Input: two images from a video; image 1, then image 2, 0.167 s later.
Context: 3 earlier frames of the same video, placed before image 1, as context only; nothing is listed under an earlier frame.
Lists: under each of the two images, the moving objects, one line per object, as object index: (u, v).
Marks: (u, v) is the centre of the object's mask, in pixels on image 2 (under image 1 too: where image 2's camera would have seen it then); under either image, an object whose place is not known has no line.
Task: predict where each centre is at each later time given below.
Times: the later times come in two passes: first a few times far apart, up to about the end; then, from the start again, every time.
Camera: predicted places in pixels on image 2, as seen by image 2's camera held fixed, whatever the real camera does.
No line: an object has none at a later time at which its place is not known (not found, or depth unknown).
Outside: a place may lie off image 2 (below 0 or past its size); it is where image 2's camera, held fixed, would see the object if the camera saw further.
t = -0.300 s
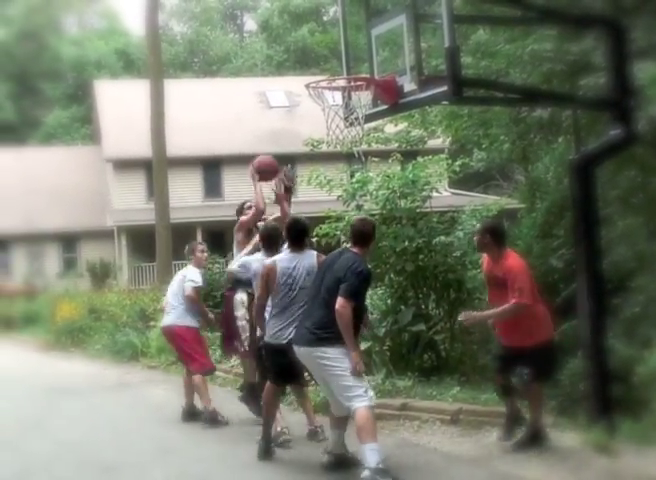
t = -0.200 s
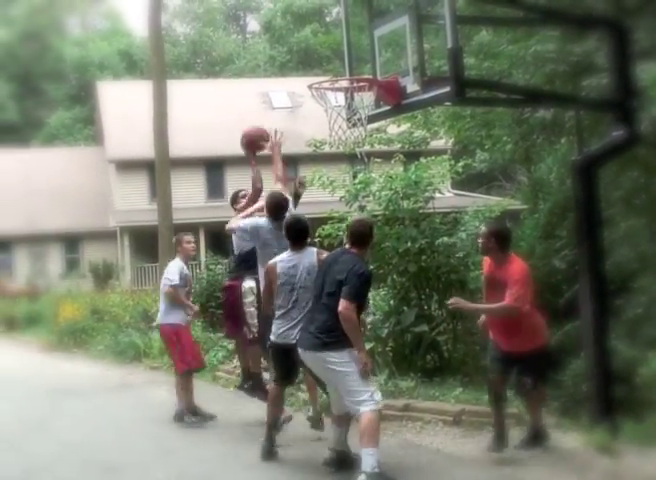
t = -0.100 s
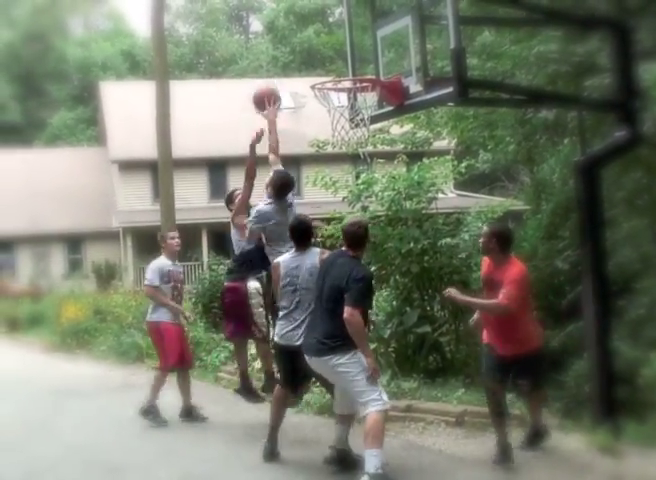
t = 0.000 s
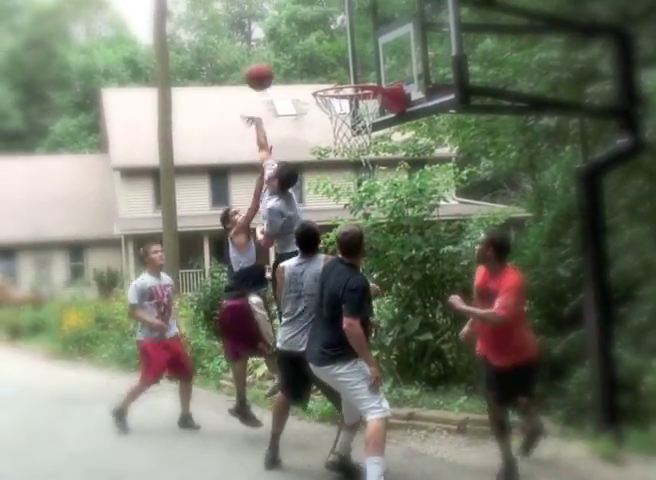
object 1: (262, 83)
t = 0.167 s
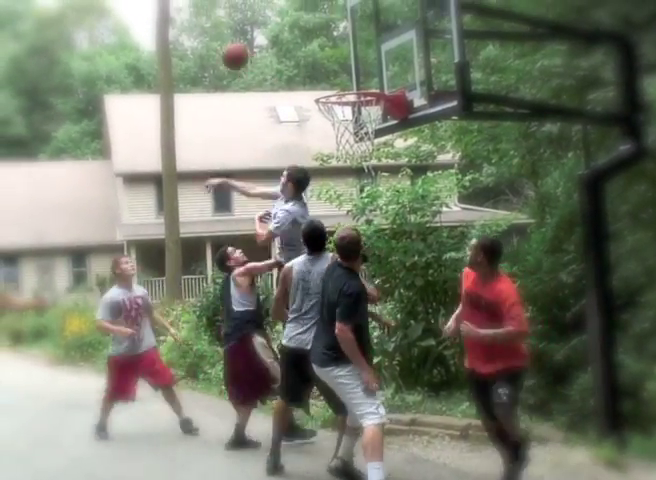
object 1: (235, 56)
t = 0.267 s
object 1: (220, 55)
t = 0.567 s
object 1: (186, 109)
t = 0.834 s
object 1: (164, 220)
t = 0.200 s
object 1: (230, 55)
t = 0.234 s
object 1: (225, 54)
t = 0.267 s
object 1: (220, 55)
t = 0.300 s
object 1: (217, 56)
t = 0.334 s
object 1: (212, 59)
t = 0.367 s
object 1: (208, 64)
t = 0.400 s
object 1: (204, 69)
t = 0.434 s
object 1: (201, 74)
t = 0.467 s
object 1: (196, 81)
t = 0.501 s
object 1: (193, 89)
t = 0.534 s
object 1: (189, 99)
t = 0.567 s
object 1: (186, 109)
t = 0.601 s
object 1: (183, 121)
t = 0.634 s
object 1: (180, 133)
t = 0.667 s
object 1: (178, 145)
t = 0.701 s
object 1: (174, 158)
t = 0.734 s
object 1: (171, 172)
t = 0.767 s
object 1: (169, 187)
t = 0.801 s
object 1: (167, 203)
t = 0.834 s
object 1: (164, 220)
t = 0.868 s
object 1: (162, 237)
